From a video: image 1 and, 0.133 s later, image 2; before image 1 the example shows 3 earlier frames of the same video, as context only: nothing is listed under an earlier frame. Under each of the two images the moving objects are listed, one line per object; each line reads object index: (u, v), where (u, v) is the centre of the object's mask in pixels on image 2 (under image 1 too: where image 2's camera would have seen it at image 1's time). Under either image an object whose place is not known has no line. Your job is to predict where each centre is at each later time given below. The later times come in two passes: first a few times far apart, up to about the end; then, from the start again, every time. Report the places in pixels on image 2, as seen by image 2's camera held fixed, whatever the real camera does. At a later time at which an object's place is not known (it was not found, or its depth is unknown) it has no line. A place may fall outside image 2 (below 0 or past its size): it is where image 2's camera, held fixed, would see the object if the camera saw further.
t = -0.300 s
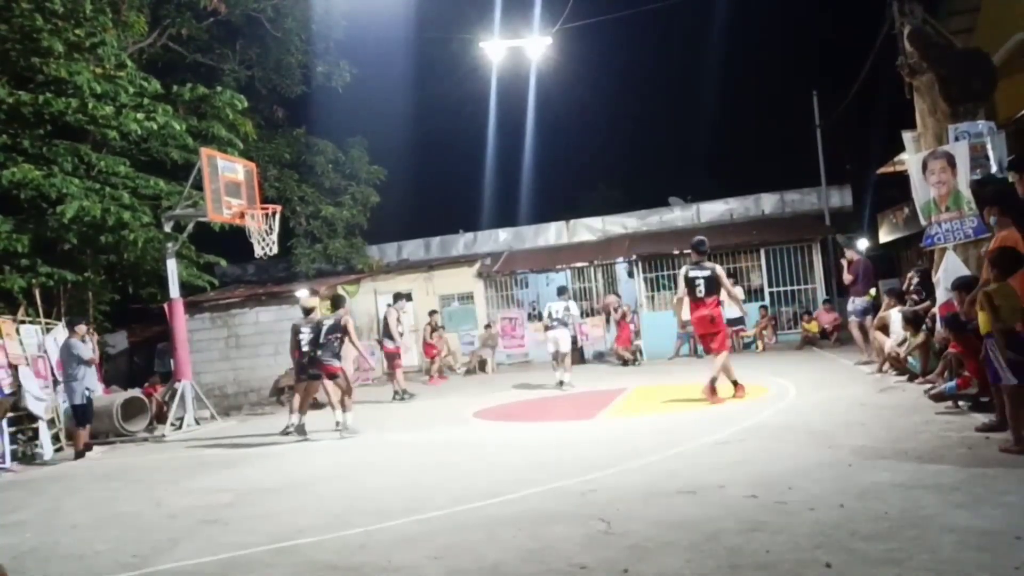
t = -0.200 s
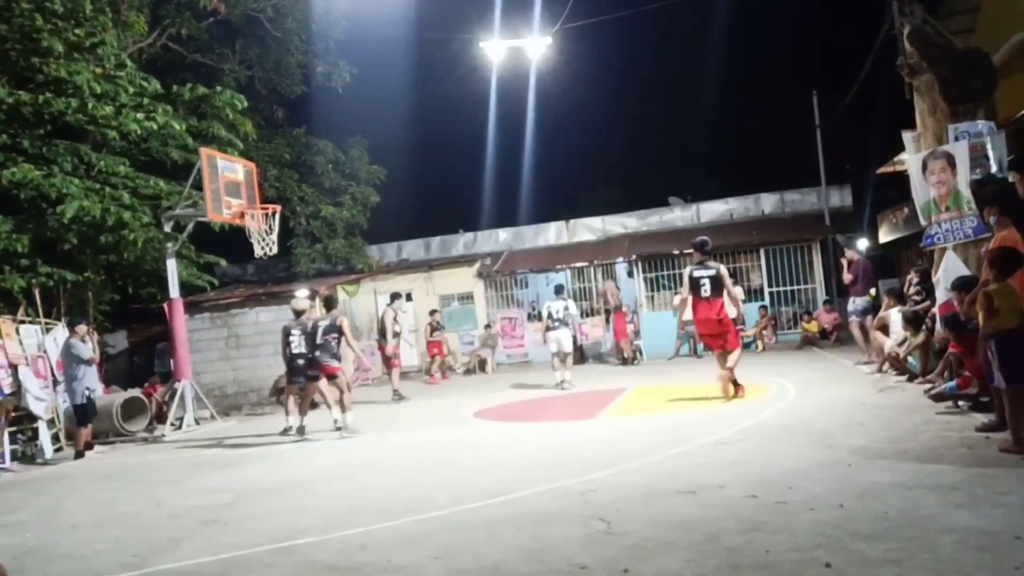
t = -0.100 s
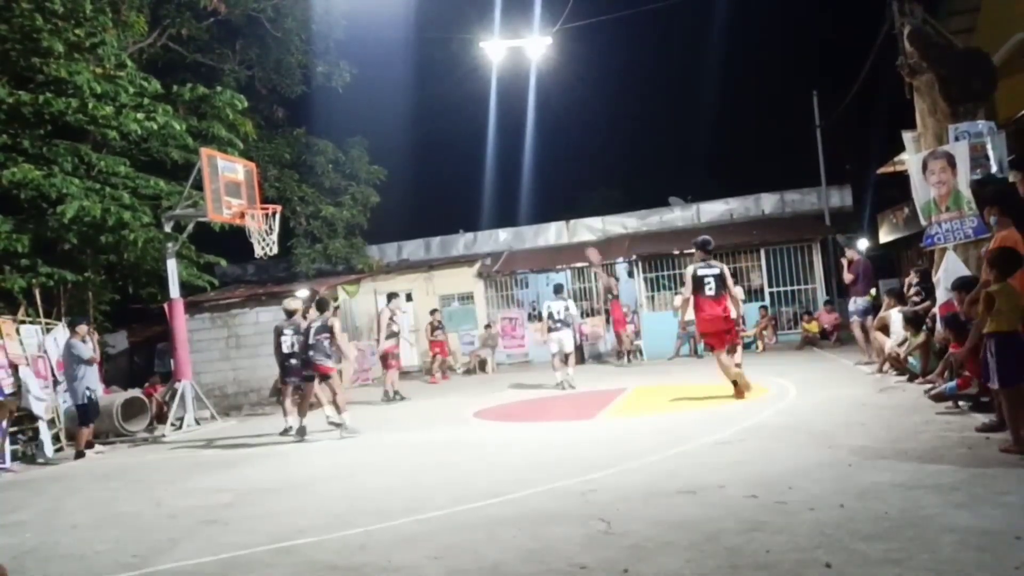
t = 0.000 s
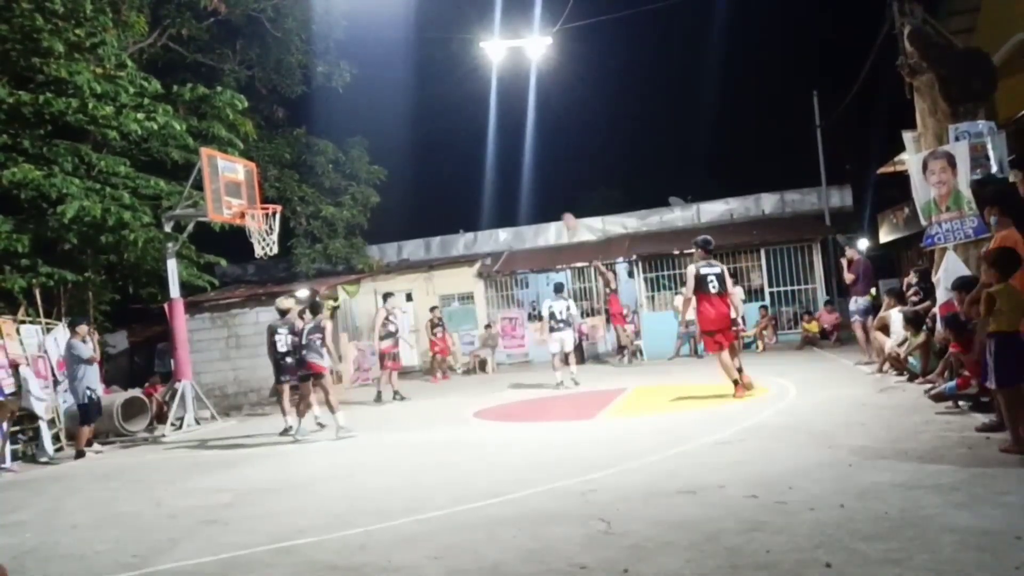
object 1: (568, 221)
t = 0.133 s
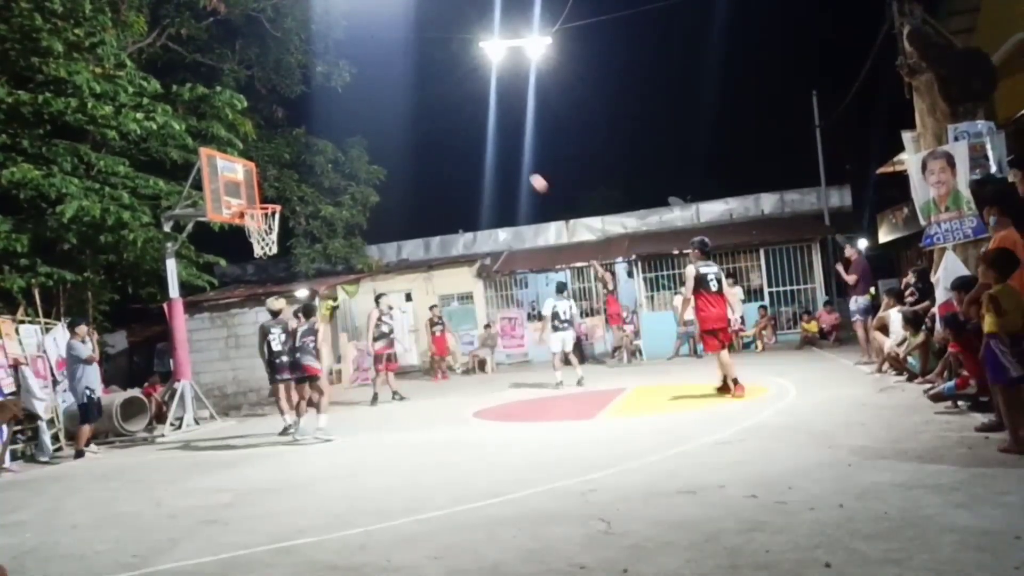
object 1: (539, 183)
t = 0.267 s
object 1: (507, 152)
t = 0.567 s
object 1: (435, 114)
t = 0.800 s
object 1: (376, 120)
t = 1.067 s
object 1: (303, 172)
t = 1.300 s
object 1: (276, 194)
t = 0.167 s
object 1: (531, 175)
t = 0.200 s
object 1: (523, 167)
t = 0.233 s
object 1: (515, 159)
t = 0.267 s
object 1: (507, 152)
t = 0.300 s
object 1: (500, 145)
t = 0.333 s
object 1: (491, 140)
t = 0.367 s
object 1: (483, 134)
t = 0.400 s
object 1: (476, 129)
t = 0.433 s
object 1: (468, 125)
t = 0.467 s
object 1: (459, 121)
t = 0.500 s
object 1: (451, 118)
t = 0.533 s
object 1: (443, 116)
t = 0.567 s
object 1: (435, 114)
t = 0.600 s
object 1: (426, 112)
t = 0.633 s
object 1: (418, 112)
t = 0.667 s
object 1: (410, 112)
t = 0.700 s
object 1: (401, 113)
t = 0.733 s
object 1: (392, 114)
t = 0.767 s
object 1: (384, 117)
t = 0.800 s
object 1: (376, 120)
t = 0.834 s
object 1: (367, 123)
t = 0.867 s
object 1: (358, 128)
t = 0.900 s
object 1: (349, 133)
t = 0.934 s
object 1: (340, 139)
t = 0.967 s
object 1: (331, 146)
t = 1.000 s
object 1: (322, 154)
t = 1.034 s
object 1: (313, 163)
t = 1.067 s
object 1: (303, 172)
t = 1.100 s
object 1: (294, 183)
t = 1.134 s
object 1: (285, 194)
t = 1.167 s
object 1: (279, 201)
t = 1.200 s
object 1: (278, 198)
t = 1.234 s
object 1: (277, 195)
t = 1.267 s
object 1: (276, 194)
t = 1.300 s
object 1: (276, 194)
